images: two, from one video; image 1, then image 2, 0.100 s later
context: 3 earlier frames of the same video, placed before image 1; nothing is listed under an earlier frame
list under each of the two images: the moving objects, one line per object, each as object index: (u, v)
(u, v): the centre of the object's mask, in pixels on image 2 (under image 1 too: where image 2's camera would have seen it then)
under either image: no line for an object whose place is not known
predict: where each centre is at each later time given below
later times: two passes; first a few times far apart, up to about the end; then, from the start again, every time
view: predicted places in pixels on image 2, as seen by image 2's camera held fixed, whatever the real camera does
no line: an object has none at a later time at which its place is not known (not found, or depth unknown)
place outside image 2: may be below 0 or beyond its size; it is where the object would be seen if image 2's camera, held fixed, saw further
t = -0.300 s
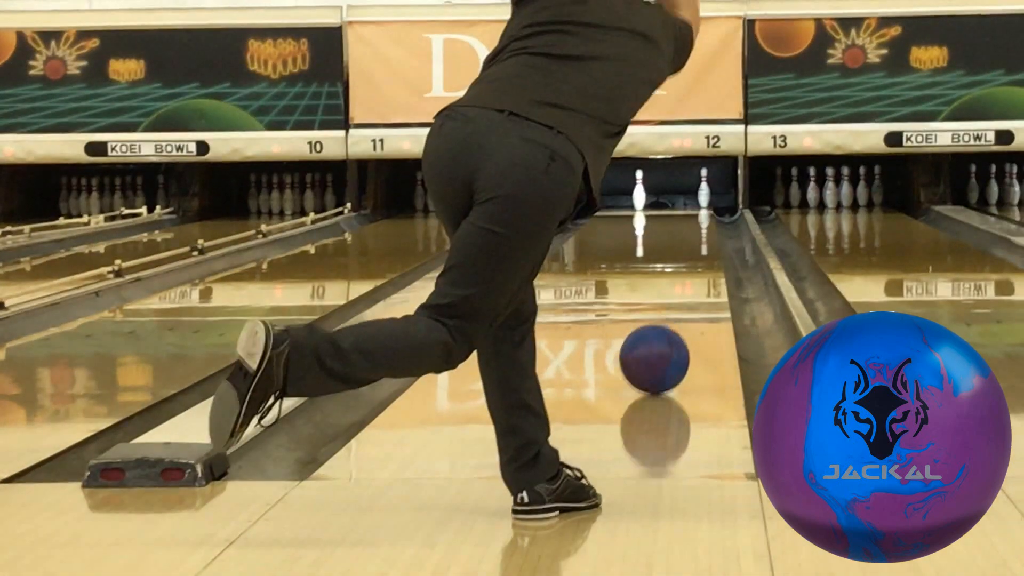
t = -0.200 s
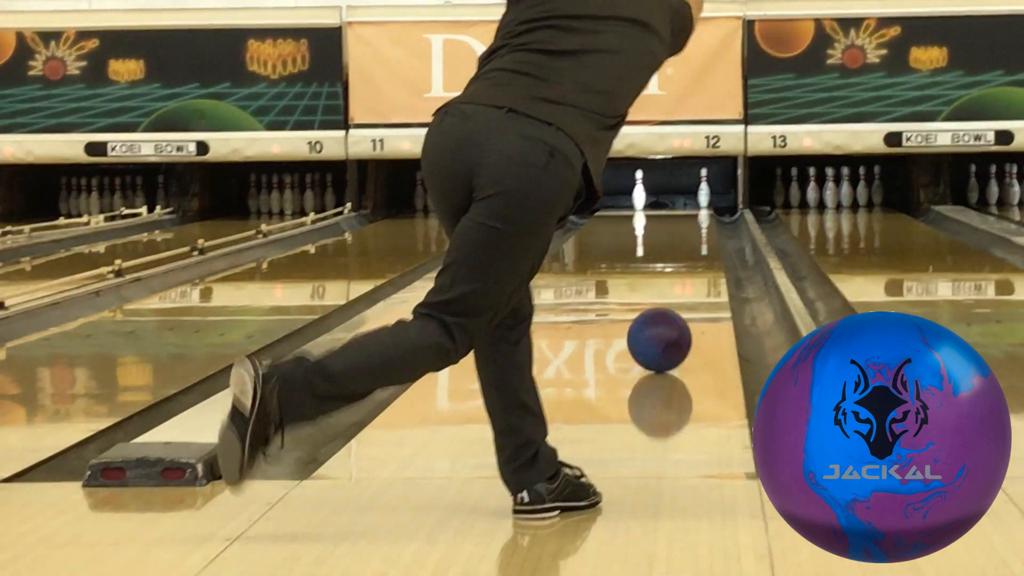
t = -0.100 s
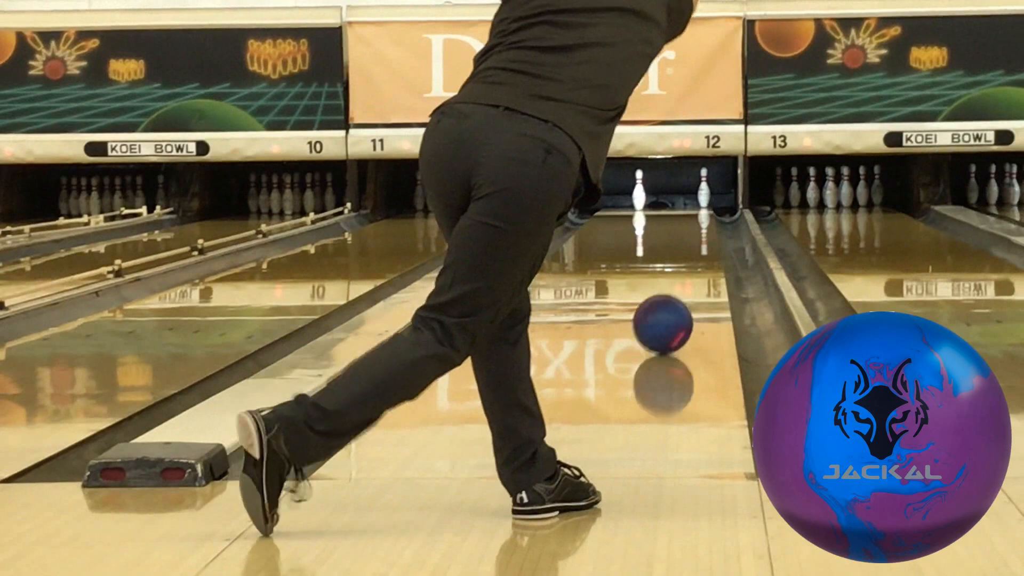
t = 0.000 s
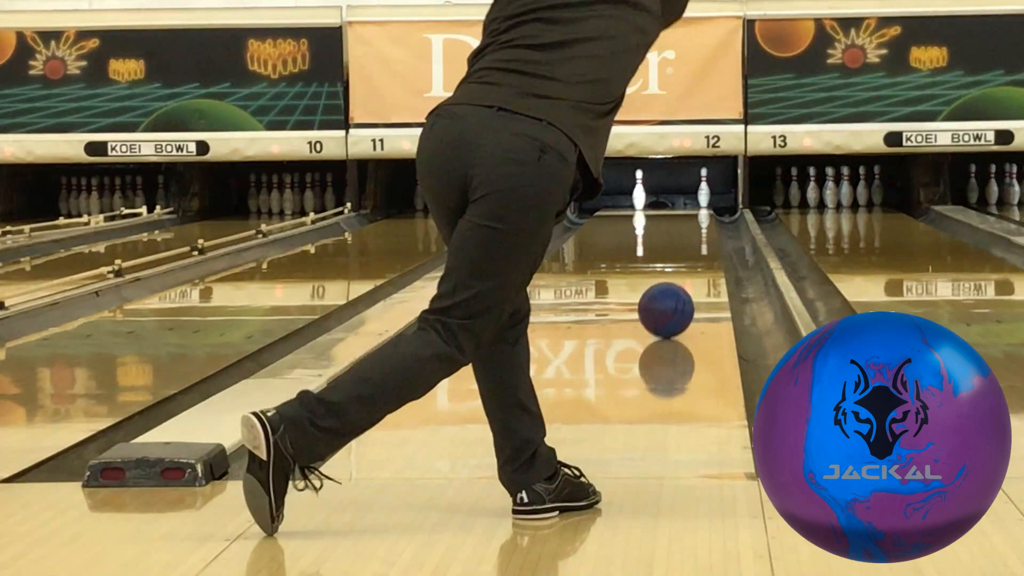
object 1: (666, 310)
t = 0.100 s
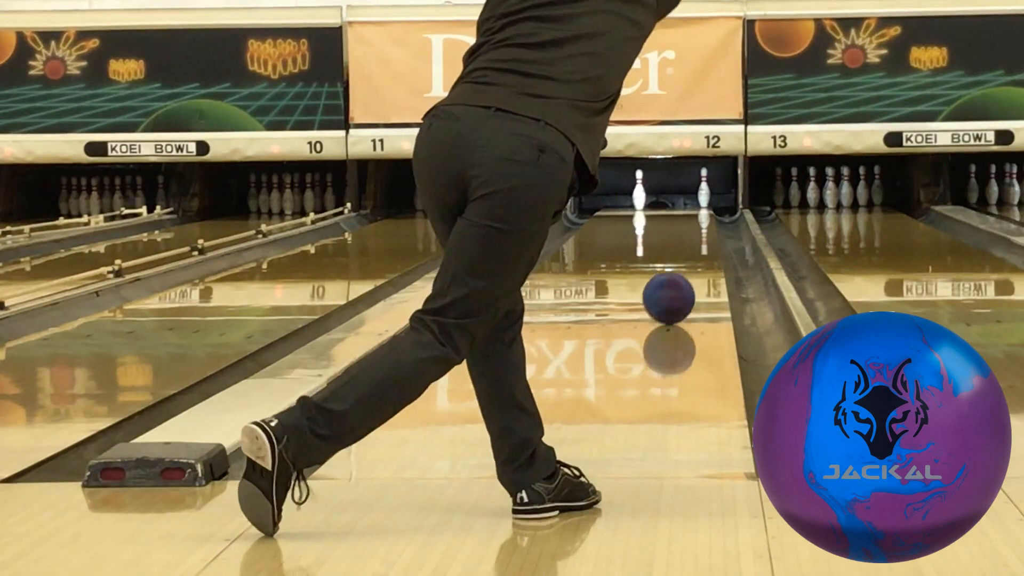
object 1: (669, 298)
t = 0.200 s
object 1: (671, 288)
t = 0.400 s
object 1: (674, 269)
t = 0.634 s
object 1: (677, 252)
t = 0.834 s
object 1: (678, 242)
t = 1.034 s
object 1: (677, 233)
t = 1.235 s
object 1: (675, 225)
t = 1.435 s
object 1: (673, 218)
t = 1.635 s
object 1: (668, 212)
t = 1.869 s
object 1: (658, 207)
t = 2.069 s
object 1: (650, 203)
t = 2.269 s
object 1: (642, 199)
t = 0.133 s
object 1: (669, 294)
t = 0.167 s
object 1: (670, 291)
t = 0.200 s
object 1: (671, 288)
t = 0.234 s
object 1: (671, 284)
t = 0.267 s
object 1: (672, 281)
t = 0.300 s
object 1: (673, 278)
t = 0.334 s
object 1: (673, 275)
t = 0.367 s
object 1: (674, 272)
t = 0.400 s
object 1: (674, 269)
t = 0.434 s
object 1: (675, 266)
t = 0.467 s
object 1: (676, 264)
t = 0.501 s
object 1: (676, 262)
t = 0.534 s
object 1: (676, 259)
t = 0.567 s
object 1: (677, 257)
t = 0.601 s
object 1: (677, 255)
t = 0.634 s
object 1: (677, 252)
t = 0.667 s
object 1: (677, 250)
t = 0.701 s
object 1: (677, 249)
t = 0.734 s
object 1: (678, 247)
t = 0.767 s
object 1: (678, 245)
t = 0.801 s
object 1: (678, 243)
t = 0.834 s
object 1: (678, 242)
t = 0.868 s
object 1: (678, 240)
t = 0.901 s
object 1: (677, 239)
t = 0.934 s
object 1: (677, 237)
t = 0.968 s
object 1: (677, 236)
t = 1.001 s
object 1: (677, 234)
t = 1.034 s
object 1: (677, 233)
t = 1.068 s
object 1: (676, 232)
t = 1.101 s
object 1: (676, 231)
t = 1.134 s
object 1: (676, 229)
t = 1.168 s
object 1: (676, 228)
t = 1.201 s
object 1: (675, 227)
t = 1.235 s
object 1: (675, 225)
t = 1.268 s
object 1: (675, 224)
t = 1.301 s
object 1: (675, 223)
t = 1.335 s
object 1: (674, 222)
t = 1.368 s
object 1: (674, 220)
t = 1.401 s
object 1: (673, 219)
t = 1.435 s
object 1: (673, 218)
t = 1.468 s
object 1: (672, 217)
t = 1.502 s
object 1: (671, 216)
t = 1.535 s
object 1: (671, 215)
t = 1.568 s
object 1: (670, 214)
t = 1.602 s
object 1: (669, 213)
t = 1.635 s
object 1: (668, 212)
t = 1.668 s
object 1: (667, 211)
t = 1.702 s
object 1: (665, 210)
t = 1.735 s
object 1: (664, 210)
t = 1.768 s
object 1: (663, 209)
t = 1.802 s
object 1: (661, 208)
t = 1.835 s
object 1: (660, 207)
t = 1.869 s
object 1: (658, 207)
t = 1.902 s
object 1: (657, 206)
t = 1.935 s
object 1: (656, 205)
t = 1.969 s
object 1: (654, 205)
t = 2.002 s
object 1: (653, 204)
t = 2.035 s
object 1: (650, 204)
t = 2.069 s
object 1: (650, 203)
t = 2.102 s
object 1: (648, 202)
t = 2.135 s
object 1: (647, 202)
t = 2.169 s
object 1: (645, 201)
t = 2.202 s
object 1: (644, 201)
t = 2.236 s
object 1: (643, 200)
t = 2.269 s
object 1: (642, 199)
